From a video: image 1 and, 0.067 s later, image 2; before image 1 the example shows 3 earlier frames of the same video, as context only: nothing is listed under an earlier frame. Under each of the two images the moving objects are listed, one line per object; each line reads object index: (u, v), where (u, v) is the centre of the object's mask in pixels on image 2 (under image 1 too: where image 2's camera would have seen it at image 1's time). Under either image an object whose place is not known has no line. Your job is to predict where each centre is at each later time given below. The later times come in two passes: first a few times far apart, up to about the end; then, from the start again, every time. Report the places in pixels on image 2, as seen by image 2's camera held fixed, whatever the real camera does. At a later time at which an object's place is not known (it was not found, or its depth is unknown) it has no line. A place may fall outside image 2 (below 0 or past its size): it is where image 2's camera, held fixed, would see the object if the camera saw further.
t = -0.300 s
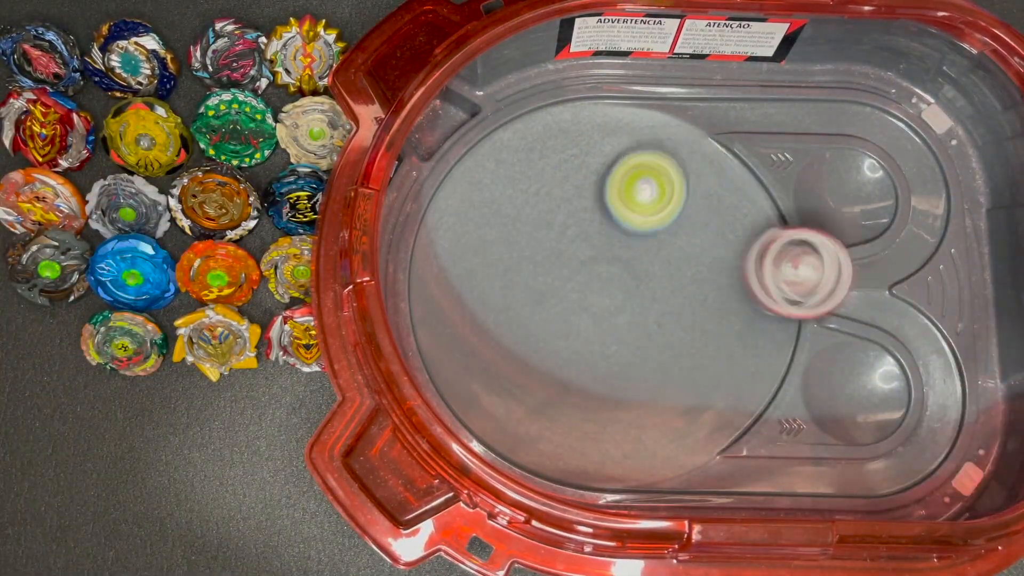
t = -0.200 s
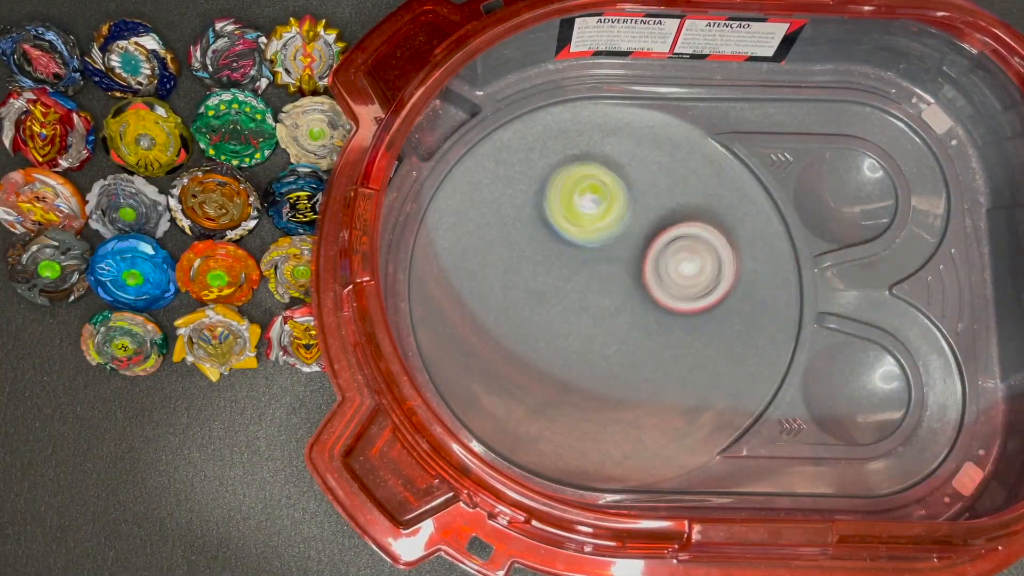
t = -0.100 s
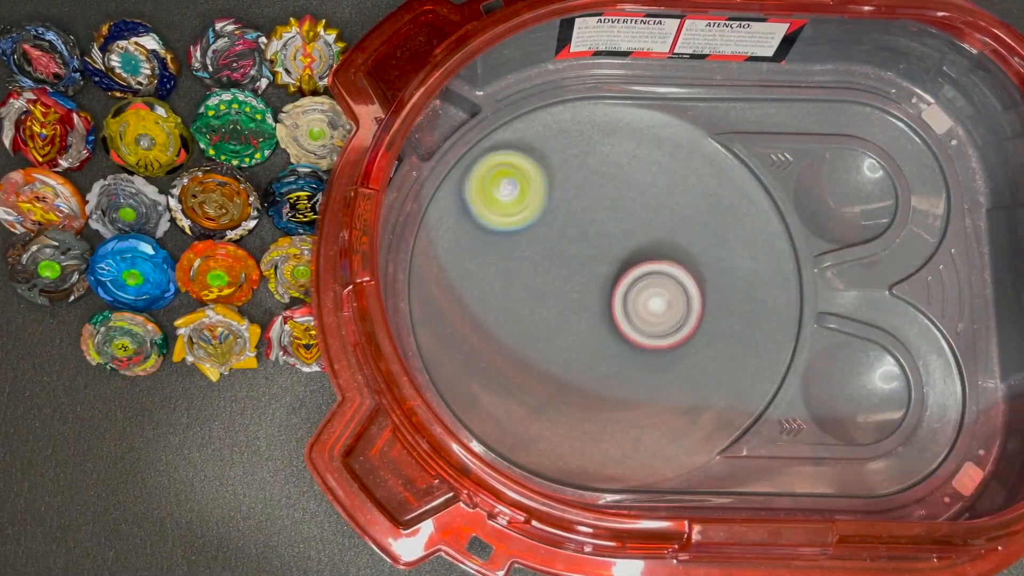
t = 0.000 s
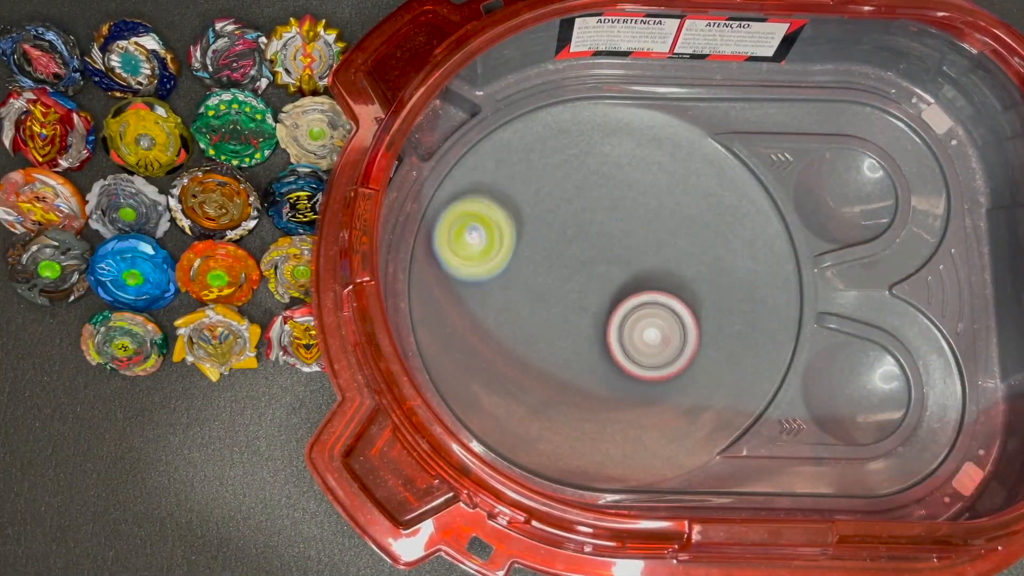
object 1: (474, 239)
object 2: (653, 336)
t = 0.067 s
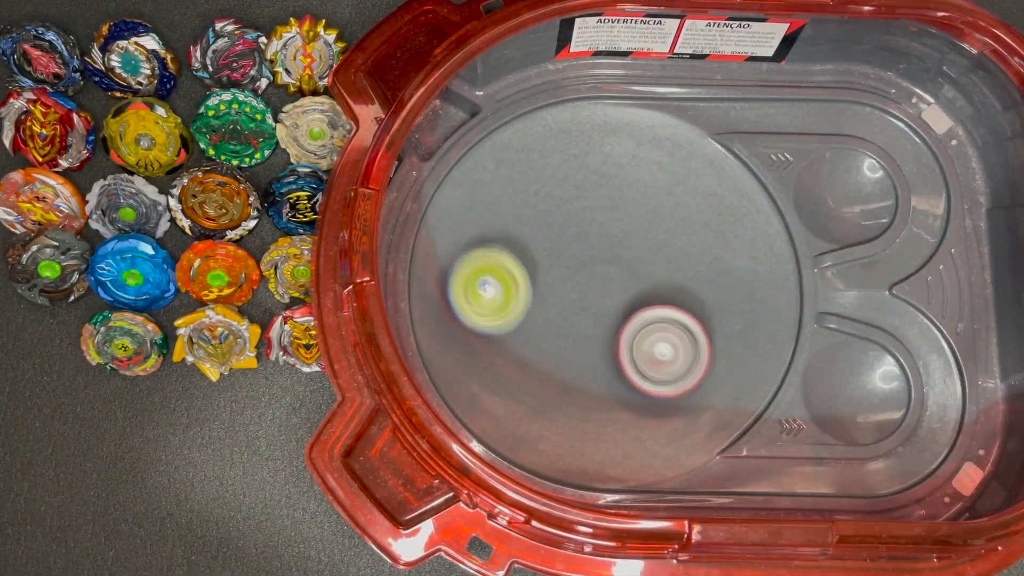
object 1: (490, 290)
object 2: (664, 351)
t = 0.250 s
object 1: (638, 347)
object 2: (761, 359)
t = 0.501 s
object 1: (700, 179)
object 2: (766, 238)
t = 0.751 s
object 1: (718, 121)
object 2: (734, 264)
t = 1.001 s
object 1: (764, 114)
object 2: (793, 318)
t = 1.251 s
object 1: (788, 122)
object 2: (678, 280)
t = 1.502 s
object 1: (777, 117)
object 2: (604, 414)
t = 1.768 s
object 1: (779, 122)
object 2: (724, 333)
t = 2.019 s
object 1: (841, 130)
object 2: (535, 198)
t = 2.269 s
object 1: (916, 134)
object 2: (449, 348)
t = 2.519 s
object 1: (931, 150)
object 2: (670, 329)
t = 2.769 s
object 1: (933, 153)
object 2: (662, 106)
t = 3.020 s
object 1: (933, 153)
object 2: (512, 186)
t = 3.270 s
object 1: (932, 153)
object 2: (657, 332)
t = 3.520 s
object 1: (932, 153)
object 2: (774, 204)
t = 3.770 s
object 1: (932, 153)
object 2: (589, 181)
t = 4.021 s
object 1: (932, 153)
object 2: (588, 379)
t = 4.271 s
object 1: (932, 153)
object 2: (763, 354)
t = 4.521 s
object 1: (931, 153)
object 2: (662, 186)
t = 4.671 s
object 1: (927, 151)
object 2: (538, 187)
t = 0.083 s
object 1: (498, 301)
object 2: (668, 355)
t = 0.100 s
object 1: (508, 313)
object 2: (674, 358)
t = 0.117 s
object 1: (519, 321)
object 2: (680, 361)
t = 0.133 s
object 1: (533, 330)
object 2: (688, 363)
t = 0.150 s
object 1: (545, 337)
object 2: (697, 364)
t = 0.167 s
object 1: (561, 343)
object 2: (705, 366)
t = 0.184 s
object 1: (574, 347)
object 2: (715, 367)
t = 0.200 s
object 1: (591, 348)
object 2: (727, 367)
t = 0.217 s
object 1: (606, 350)
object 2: (738, 365)
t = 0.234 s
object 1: (623, 348)
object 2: (750, 363)
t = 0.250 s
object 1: (638, 347)
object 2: (761, 359)
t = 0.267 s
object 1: (652, 342)
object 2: (774, 353)
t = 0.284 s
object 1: (668, 338)
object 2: (787, 346)
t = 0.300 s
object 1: (681, 330)
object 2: (793, 337)
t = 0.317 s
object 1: (695, 322)
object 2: (793, 325)
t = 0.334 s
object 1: (705, 314)
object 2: (794, 314)
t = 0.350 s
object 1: (707, 301)
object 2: (799, 306)
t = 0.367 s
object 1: (705, 288)
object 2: (801, 296)
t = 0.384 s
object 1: (702, 272)
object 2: (801, 286)
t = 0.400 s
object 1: (702, 259)
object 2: (797, 277)
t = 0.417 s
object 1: (701, 247)
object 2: (790, 266)
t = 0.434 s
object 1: (700, 233)
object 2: (785, 259)
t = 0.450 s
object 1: (700, 221)
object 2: (781, 251)
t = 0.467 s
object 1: (699, 205)
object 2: (777, 245)
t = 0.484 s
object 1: (700, 192)
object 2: (771, 241)
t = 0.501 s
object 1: (700, 179)
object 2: (766, 238)
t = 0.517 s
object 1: (702, 164)
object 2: (763, 235)
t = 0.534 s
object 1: (705, 153)
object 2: (759, 232)
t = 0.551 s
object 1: (705, 142)
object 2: (755, 230)
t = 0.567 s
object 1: (708, 129)
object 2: (751, 230)
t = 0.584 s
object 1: (709, 120)
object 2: (749, 230)
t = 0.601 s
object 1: (708, 109)
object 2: (747, 230)
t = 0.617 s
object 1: (711, 101)
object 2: (743, 231)
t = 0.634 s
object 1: (713, 97)
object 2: (741, 234)
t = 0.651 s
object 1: (714, 99)
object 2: (740, 235)
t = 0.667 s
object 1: (714, 105)
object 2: (738, 239)
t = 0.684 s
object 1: (713, 112)
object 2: (735, 243)
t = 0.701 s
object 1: (714, 113)
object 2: (735, 247)
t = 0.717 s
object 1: (716, 118)
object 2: (734, 252)
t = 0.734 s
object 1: (715, 119)
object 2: (733, 257)
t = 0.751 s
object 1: (718, 121)
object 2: (734, 264)
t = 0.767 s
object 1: (719, 123)
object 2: (736, 269)
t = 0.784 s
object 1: (721, 123)
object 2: (737, 276)
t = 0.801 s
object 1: (724, 121)
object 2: (739, 282)
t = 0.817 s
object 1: (727, 120)
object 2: (742, 288)
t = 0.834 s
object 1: (730, 117)
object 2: (745, 294)
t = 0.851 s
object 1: (738, 114)
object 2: (748, 300)
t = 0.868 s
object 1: (743, 114)
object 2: (753, 306)
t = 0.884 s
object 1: (747, 112)
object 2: (757, 310)
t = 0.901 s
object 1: (752, 111)
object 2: (761, 313)
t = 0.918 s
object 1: (755, 112)
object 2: (766, 317)
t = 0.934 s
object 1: (757, 110)
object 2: (772, 318)
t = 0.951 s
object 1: (760, 110)
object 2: (777, 320)
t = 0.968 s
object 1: (761, 112)
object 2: (782, 321)
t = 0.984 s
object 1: (760, 112)
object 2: (788, 321)
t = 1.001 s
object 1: (764, 114)
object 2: (793, 318)
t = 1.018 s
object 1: (765, 118)
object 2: (793, 315)
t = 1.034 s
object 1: (768, 119)
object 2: (791, 310)
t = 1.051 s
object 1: (772, 118)
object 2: (787, 305)
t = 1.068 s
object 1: (776, 117)
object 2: (782, 299)
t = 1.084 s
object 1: (778, 116)
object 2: (778, 295)
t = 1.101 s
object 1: (781, 116)
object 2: (773, 290)
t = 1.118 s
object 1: (782, 121)
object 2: (765, 286)
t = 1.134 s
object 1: (782, 123)
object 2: (757, 283)
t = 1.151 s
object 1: (783, 119)
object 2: (748, 280)
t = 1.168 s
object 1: (786, 116)
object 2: (736, 276)
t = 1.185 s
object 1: (787, 114)
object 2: (725, 276)
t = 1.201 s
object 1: (789, 113)
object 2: (714, 275)
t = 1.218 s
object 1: (791, 116)
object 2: (702, 275)
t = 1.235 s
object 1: (789, 120)
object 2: (689, 278)
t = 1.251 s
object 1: (788, 122)
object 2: (678, 280)
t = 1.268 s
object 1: (789, 119)
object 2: (666, 284)
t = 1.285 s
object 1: (789, 116)
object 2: (655, 290)
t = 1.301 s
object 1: (789, 113)
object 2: (645, 295)
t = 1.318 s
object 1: (791, 112)
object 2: (635, 301)
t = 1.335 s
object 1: (791, 116)
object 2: (625, 310)
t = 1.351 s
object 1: (788, 119)
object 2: (618, 318)
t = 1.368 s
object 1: (787, 119)
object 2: (610, 328)
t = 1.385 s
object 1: (786, 117)
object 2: (604, 339)
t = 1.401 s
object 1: (784, 116)
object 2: (600, 349)
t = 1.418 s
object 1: (783, 116)
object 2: (596, 360)
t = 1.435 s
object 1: (783, 116)
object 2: (594, 372)
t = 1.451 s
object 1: (781, 118)
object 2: (594, 383)
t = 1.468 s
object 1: (778, 118)
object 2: (595, 394)
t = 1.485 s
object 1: (777, 117)
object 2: (599, 405)
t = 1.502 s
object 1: (777, 117)
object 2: (604, 414)
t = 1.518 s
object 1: (776, 118)
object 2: (610, 423)
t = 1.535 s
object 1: (774, 117)
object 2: (620, 431)
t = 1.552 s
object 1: (774, 117)
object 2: (628, 437)
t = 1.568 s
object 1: (774, 117)
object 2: (639, 441)
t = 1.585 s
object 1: (773, 118)
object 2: (653, 443)
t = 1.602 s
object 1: (772, 118)
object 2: (664, 442)
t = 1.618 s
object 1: (772, 118)
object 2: (677, 440)
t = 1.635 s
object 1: (773, 117)
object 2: (689, 435)
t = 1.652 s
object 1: (773, 118)
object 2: (700, 427)
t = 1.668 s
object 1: (772, 119)
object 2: (710, 419)
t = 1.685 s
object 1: (773, 119)
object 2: (717, 408)
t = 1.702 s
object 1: (774, 119)
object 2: (722, 394)
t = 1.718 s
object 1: (775, 121)
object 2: (726, 381)
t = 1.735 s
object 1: (776, 122)
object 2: (727, 366)
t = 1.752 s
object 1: (777, 123)
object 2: (726, 350)
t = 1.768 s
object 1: (779, 122)
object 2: (724, 333)
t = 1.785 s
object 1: (782, 122)
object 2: (717, 316)
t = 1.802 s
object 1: (786, 123)
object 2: (711, 302)
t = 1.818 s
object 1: (788, 125)
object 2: (703, 286)
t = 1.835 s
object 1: (790, 125)
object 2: (691, 272)
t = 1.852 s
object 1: (794, 125)
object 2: (681, 259)
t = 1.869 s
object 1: (798, 124)
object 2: (668, 246)
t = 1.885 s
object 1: (803, 124)
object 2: (655, 237)
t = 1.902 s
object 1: (807, 125)
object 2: (642, 225)
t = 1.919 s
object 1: (810, 128)
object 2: (626, 217)
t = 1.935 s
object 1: (814, 128)
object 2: (612, 211)
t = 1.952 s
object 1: (819, 127)
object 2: (596, 204)
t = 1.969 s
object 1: (825, 126)
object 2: (580, 202)
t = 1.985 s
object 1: (831, 126)
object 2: (565, 199)
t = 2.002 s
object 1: (836, 128)
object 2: (549, 197)
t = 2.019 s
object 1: (841, 130)
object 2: (535, 198)
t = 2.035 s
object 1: (846, 132)
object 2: (519, 200)
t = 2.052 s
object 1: (851, 132)
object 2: (504, 204)
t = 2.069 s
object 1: (857, 132)
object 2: (491, 207)
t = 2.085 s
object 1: (864, 131)
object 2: (477, 214)
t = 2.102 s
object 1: (871, 132)
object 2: (465, 222)
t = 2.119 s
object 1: (879, 133)
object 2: (453, 231)
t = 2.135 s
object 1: (885, 135)
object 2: (441, 240)
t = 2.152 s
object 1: (890, 136)
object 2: (433, 251)
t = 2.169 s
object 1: (895, 136)
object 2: (425, 262)
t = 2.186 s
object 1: (900, 136)
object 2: (426, 277)
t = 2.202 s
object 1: (904, 135)
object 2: (430, 291)
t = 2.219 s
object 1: (907, 135)
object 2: (431, 305)
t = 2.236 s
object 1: (911, 134)
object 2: (437, 319)
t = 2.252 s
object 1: (914, 134)
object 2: (441, 334)
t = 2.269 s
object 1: (916, 134)
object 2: (449, 348)
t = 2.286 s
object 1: (918, 135)
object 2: (459, 360)
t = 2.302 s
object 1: (918, 137)
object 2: (469, 371)
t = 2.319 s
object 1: (919, 139)
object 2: (484, 379)
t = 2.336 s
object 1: (920, 140)
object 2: (498, 387)
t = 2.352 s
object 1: (921, 141)
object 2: (515, 393)
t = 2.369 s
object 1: (921, 142)
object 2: (533, 396)
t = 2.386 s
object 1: (921, 143)
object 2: (550, 397)
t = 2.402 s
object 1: (923, 144)
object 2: (569, 395)
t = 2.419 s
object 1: (924, 145)
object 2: (586, 390)
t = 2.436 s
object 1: (926, 145)
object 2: (603, 385)
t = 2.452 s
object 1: (927, 146)
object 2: (618, 376)
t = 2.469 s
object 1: (928, 147)
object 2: (633, 367)
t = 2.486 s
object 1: (930, 148)
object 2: (647, 355)
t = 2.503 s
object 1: (931, 149)
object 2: (658, 343)
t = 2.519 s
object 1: (931, 150)
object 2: (670, 329)
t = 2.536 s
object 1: (931, 152)
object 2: (678, 313)
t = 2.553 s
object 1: (932, 153)
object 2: (687, 298)
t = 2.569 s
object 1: (933, 153)
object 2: (692, 283)
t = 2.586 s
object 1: (933, 153)
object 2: (697, 268)
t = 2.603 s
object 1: (933, 153)
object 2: (701, 252)
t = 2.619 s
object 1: (933, 153)
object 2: (701, 235)
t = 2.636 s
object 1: (933, 153)
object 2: (704, 219)
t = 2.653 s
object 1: (933, 153)
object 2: (702, 202)
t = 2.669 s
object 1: (933, 153)
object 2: (701, 188)
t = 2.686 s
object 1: (933, 153)
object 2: (697, 172)
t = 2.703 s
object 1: (933, 153)
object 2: (693, 158)
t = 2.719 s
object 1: (933, 153)
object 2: (688, 143)
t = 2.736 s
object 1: (933, 153)
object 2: (679, 130)
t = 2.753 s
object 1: (933, 153)
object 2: (672, 118)
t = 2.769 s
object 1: (933, 153)
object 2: (662, 106)
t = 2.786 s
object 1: (933, 153)
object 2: (653, 97)
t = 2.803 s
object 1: (933, 153)
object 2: (643, 93)
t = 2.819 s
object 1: (933, 153)
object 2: (632, 94)
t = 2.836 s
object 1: (933, 153)
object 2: (621, 98)
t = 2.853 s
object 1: (933, 153)
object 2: (609, 102)
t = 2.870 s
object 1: (932, 153)
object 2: (598, 107)
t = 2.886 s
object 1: (932, 153)
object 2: (585, 111)
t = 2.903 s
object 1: (933, 153)
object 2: (573, 117)
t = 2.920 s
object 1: (933, 153)
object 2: (561, 120)
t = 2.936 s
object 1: (933, 153)
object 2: (548, 128)
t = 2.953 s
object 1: (933, 153)
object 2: (539, 136)
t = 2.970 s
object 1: (932, 153)
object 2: (529, 146)
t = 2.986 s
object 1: (933, 153)
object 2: (522, 158)
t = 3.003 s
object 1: (933, 153)
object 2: (515, 170)
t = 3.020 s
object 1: (933, 153)
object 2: (512, 186)
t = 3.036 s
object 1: (932, 153)
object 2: (509, 199)
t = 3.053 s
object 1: (932, 153)
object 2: (510, 216)
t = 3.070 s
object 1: (932, 153)
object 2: (513, 230)
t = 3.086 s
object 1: (932, 153)
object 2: (518, 246)
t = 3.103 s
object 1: (932, 153)
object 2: (525, 259)
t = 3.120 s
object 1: (932, 153)
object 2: (532, 273)
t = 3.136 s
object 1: (932, 153)
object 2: (544, 285)
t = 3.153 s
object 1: (932, 153)
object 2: (555, 296)
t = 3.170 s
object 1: (932, 153)
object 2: (569, 306)
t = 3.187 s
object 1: (932, 153)
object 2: (582, 314)
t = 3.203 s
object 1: (932, 153)
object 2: (596, 321)
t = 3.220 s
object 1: (933, 153)
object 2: (610, 325)
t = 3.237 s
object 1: (932, 153)
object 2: (626, 330)
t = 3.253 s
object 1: (932, 153)
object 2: (642, 331)
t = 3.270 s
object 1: (932, 153)
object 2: (657, 332)
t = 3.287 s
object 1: (932, 153)
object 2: (673, 331)
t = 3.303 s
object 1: (932, 153)
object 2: (687, 328)
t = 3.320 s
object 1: (932, 153)
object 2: (703, 324)
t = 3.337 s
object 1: (932, 153)
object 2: (716, 319)
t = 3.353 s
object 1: (932, 153)
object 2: (730, 313)
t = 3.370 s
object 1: (932, 153)
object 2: (741, 305)
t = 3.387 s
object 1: (932, 153)
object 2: (753, 297)
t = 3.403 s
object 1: (932, 153)
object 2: (761, 286)
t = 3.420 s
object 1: (932, 153)
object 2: (769, 276)
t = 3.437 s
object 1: (932, 153)
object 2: (777, 263)
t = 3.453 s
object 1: (932, 153)
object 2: (781, 251)
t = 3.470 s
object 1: (932, 153)
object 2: (786, 238)
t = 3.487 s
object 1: (932, 153)
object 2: (786, 226)
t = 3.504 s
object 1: (932, 153)
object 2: (782, 215)
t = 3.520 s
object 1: (932, 153)
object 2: (774, 204)
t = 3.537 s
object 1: (932, 153)
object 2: (767, 194)
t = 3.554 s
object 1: (932, 153)
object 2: (758, 182)
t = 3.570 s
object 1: (932, 153)
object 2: (750, 172)
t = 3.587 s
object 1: (932, 153)
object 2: (738, 162)
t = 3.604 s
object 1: (932, 153)
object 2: (727, 155)
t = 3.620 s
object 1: (932, 153)
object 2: (714, 148)
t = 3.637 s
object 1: (932, 153)
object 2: (701, 145)
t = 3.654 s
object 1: (932, 153)
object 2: (686, 142)
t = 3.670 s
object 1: (932, 153)
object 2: (671, 144)
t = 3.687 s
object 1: (932, 153)
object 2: (656, 145)
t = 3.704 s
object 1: (932, 153)
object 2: (642, 150)
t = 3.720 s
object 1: (932, 153)
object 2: (628, 154)
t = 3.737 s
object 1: (932, 153)
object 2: (614, 162)
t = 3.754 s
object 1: (932, 153)
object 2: (603, 170)
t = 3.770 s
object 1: (932, 153)
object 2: (589, 181)
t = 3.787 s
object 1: (932, 153)
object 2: (580, 191)
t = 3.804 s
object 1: (932, 153)
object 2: (571, 204)
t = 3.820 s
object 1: (932, 153)
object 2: (565, 216)
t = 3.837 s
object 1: (932, 153)
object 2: (558, 230)
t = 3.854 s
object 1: (932, 153)
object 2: (554, 243)
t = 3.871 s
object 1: (932, 153)
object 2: (550, 257)
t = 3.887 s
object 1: (932, 153)
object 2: (549, 272)
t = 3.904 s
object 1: (932, 153)
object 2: (548, 286)
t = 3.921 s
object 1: (932, 153)
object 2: (551, 300)
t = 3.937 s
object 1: (932, 153)
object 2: (553, 315)
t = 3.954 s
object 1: (932, 153)
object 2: (558, 329)
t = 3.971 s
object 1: (932, 153)
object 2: (563, 342)
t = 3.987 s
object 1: (932, 153)
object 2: (571, 356)
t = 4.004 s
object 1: (932, 153)
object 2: (579, 367)
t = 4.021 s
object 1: (932, 153)
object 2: (588, 379)
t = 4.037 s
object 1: (932, 153)
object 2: (598, 387)
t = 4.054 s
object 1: (932, 153)
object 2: (610, 397)
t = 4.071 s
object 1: (932, 153)
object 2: (623, 403)
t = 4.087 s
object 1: (932, 153)
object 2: (636, 410)
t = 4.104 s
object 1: (932, 153)
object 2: (651, 412)
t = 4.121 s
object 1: (932, 153)
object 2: (665, 415)
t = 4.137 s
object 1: (932, 153)
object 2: (680, 414)
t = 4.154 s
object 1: (932, 153)
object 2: (694, 414)
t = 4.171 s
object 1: (932, 153)
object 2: (708, 410)
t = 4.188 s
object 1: (932, 153)
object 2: (720, 405)
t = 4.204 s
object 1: (932, 153)
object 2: (733, 397)
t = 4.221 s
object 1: (932, 153)
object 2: (741, 388)
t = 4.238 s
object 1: (932, 153)
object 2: (751, 378)
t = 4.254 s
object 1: (932, 153)
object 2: (757, 367)
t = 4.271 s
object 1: (932, 153)
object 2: (763, 354)
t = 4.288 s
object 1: (932, 153)
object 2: (766, 342)
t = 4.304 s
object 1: (932, 153)
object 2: (769, 328)
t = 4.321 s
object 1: (932, 153)
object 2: (768, 315)
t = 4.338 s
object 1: (932, 153)
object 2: (768, 300)
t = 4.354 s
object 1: (932, 153)
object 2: (764, 287)
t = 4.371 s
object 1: (932, 153)
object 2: (760, 272)
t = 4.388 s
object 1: (932, 153)
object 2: (753, 260)
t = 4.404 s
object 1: (932, 153)
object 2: (746, 245)
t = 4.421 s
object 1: (932, 153)
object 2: (737, 235)
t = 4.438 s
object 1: (932, 153)
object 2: (727, 222)
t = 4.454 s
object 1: (932, 153)
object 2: (715, 214)
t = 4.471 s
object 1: (932, 153)
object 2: (703, 203)
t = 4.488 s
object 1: (932, 153)
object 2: (689, 198)
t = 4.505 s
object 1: (932, 153)
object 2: (676, 189)
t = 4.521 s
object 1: (931, 153)
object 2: (662, 186)
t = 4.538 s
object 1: (931, 153)
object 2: (648, 179)
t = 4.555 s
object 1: (931, 153)
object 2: (634, 178)
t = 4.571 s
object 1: (931, 153)
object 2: (620, 174)
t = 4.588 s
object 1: (930, 153)
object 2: (604, 175)
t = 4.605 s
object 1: (930, 153)
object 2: (591, 174)
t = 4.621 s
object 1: (930, 152)
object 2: (577, 177)
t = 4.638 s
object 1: (929, 152)
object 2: (564, 178)
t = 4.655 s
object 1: (928, 151)
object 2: (550, 183)
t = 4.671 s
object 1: (927, 151)
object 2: (538, 187)
